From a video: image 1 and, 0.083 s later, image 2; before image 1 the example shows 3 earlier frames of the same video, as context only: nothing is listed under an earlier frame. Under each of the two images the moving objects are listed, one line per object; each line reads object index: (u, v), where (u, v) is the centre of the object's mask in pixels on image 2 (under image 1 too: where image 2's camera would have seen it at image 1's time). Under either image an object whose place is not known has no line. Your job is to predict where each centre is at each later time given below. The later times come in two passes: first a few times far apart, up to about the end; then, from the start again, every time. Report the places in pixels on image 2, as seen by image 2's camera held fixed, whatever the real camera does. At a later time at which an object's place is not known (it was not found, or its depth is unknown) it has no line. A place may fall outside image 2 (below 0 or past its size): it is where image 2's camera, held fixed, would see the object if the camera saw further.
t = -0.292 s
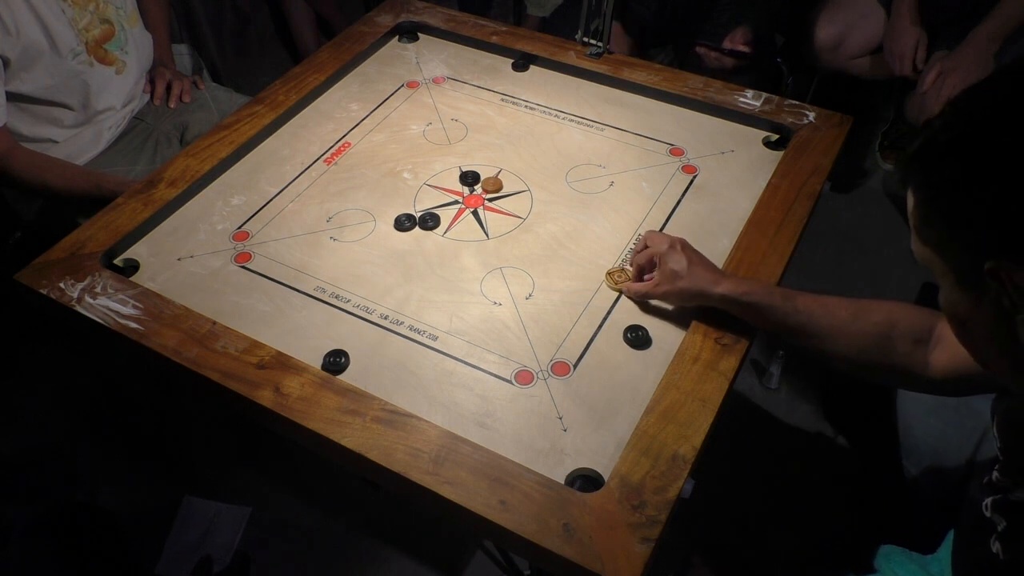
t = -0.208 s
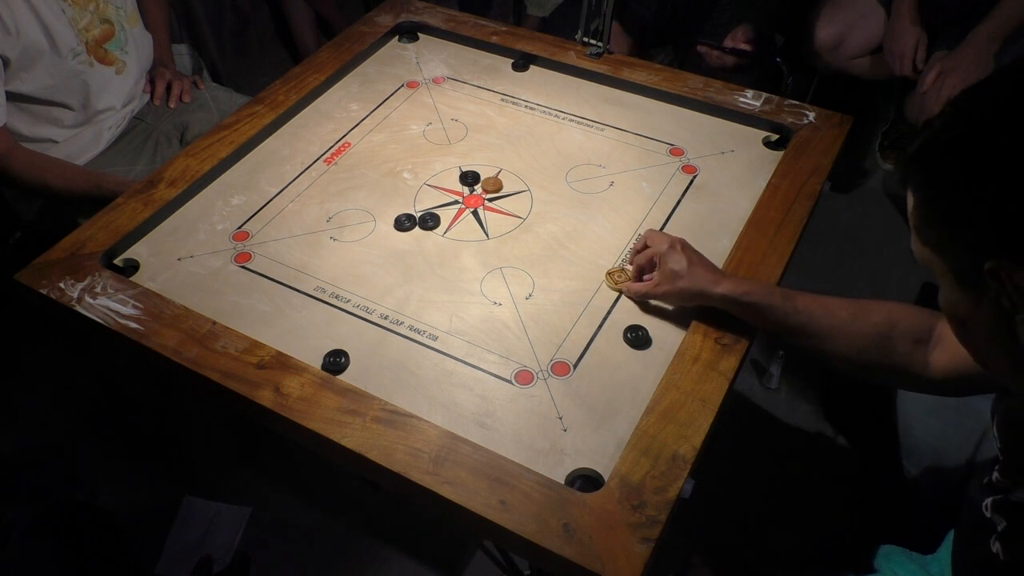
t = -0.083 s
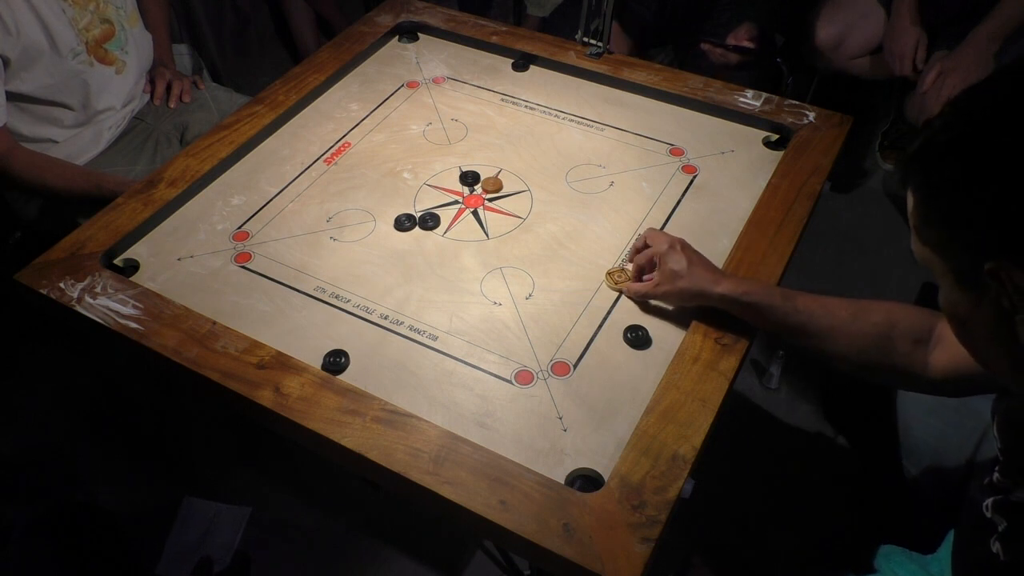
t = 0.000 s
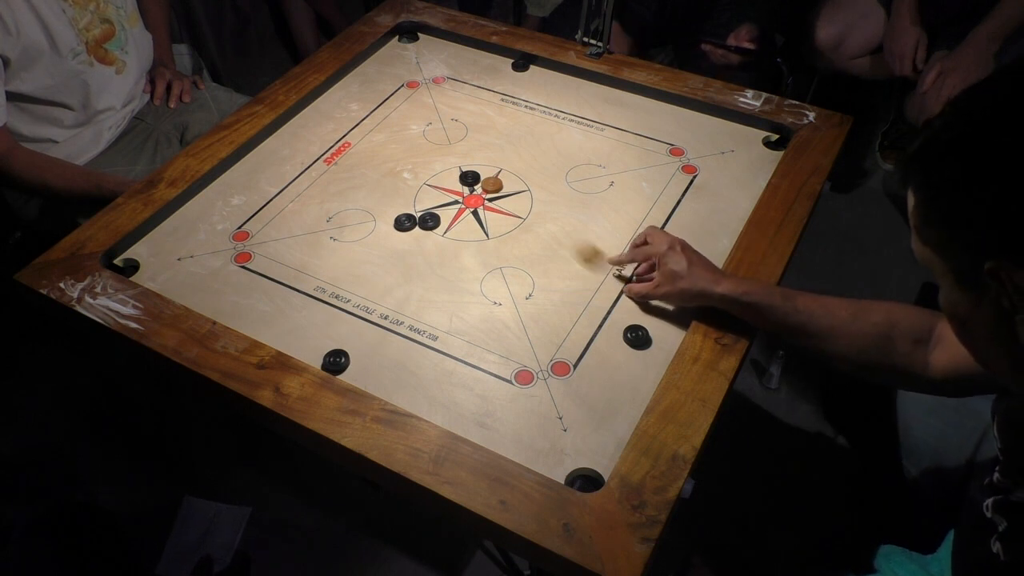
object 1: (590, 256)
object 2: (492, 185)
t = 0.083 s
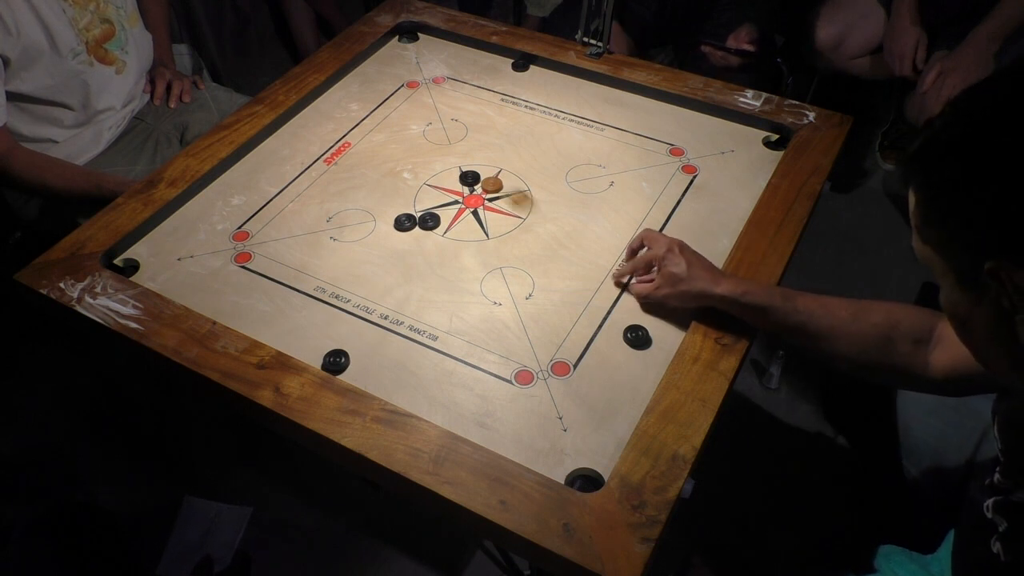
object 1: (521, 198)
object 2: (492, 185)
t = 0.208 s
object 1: (497, 160)
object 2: (448, 143)
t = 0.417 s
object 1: (479, 118)
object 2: (389, 86)
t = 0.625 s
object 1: (469, 94)
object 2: (399, 63)
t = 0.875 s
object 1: (465, 85)
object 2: (457, 60)
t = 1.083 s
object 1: (465, 85)
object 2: (470, 60)
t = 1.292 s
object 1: (465, 84)
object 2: (471, 60)
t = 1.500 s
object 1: (465, 84)
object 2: (471, 60)
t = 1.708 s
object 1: (465, 84)
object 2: (471, 60)
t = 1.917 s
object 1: (465, 84)
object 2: (470, 60)
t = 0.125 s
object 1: (506, 182)
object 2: (478, 171)
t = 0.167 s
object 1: (501, 171)
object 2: (463, 156)
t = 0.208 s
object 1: (497, 160)
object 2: (448, 143)
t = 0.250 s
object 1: (492, 150)
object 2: (434, 130)
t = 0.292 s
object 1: (488, 141)
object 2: (422, 118)
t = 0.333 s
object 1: (485, 133)
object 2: (411, 107)
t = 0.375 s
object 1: (482, 125)
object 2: (400, 96)
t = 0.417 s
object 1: (479, 118)
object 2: (389, 86)
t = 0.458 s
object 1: (476, 112)
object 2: (380, 77)
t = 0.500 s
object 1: (474, 107)
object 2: (372, 69)
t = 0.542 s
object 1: (472, 102)
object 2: (374, 64)
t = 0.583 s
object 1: (470, 97)
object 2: (387, 64)
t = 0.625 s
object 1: (469, 94)
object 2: (399, 63)
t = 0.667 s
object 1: (468, 91)
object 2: (411, 62)
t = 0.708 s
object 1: (467, 88)
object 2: (421, 62)
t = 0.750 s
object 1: (466, 86)
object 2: (430, 61)
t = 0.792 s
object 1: (465, 85)
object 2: (438, 61)
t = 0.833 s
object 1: (465, 85)
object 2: (446, 60)
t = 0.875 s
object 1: (465, 85)
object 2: (457, 60)
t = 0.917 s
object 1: (465, 85)
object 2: (462, 60)
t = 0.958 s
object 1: (465, 85)
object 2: (466, 60)
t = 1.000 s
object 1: (465, 85)
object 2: (468, 60)
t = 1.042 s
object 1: (465, 85)
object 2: (469, 60)
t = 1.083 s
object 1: (465, 85)
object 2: (470, 60)
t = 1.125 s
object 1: (465, 85)
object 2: (470, 60)
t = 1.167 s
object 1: (465, 85)
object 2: (470, 60)
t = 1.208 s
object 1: (465, 85)
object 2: (470, 60)
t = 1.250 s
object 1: (465, 84)
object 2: (471, 60)
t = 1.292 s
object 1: (465, 84)
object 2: (471, 60)
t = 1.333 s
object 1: (465, 85)
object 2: (470, 60)
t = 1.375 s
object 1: (465, 84)
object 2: (471, 60)
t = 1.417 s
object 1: (465, 84)
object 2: (470, 60)
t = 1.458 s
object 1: (465, 84)
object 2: (470, 60)
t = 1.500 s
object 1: (465, 84)
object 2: (471, 60)
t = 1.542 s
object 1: (465, 84)
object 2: (470, 60)
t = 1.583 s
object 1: (465, 84)
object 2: (471, 60)
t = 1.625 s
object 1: (465, 84)
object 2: (471, 60)
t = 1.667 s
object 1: (465, 84)
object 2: (471, 60)
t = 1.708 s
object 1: (465, 84)
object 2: (471, 60)
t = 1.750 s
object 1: (465, 84)
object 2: (470, 60)
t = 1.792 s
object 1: (465, 84)
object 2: (471, 60)
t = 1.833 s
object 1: (465, 84)
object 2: (471, 60)
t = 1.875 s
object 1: (465, 84)
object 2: (470, 60)
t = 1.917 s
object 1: (465, 84)
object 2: (470, 60)
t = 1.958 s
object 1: (465, 84)
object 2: (470, 60)
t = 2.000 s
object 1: (465, 84)
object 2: (471, 60)
